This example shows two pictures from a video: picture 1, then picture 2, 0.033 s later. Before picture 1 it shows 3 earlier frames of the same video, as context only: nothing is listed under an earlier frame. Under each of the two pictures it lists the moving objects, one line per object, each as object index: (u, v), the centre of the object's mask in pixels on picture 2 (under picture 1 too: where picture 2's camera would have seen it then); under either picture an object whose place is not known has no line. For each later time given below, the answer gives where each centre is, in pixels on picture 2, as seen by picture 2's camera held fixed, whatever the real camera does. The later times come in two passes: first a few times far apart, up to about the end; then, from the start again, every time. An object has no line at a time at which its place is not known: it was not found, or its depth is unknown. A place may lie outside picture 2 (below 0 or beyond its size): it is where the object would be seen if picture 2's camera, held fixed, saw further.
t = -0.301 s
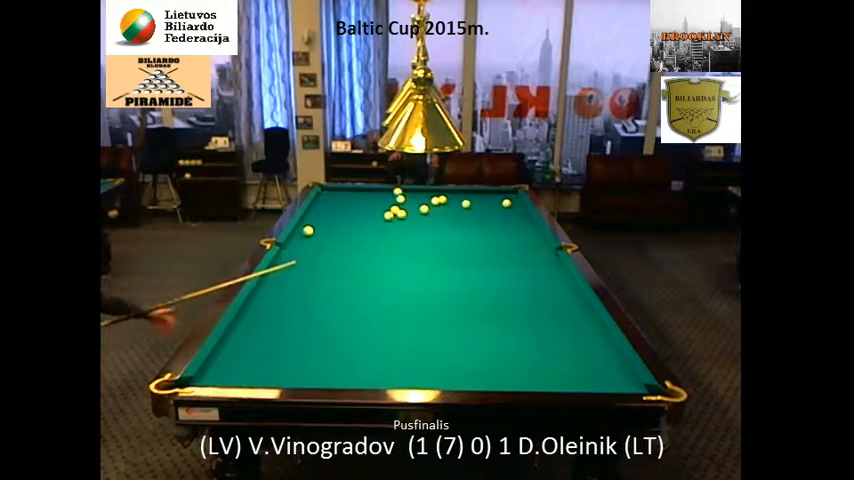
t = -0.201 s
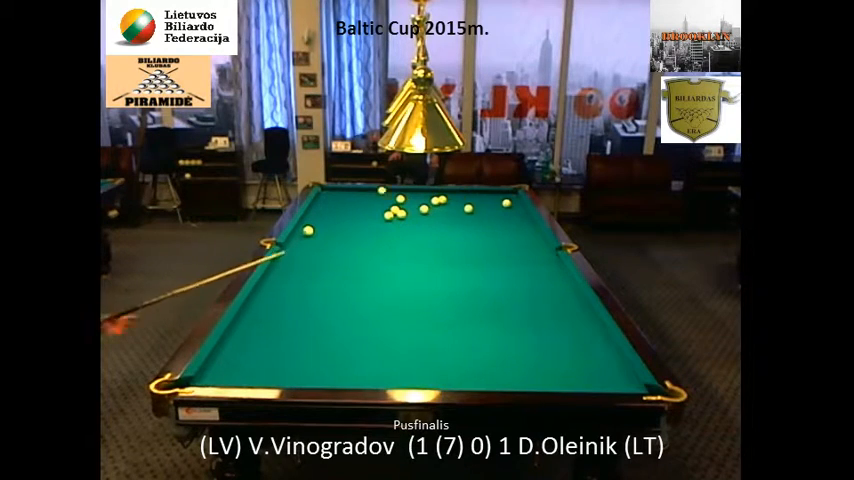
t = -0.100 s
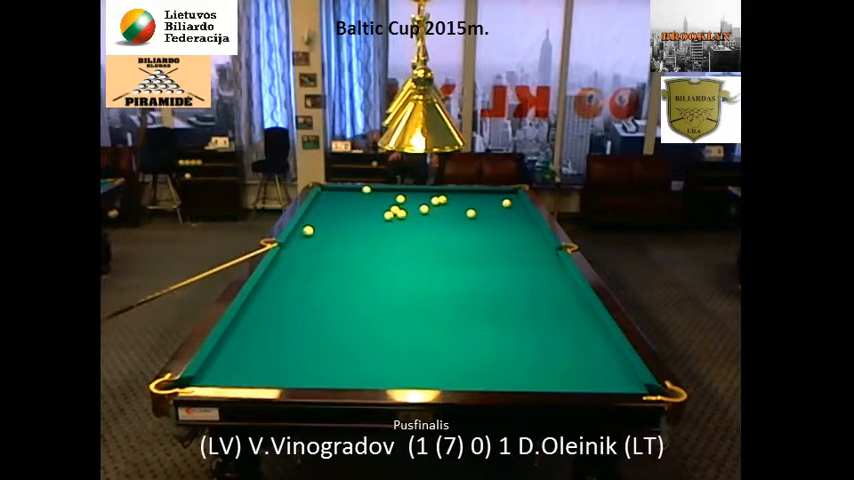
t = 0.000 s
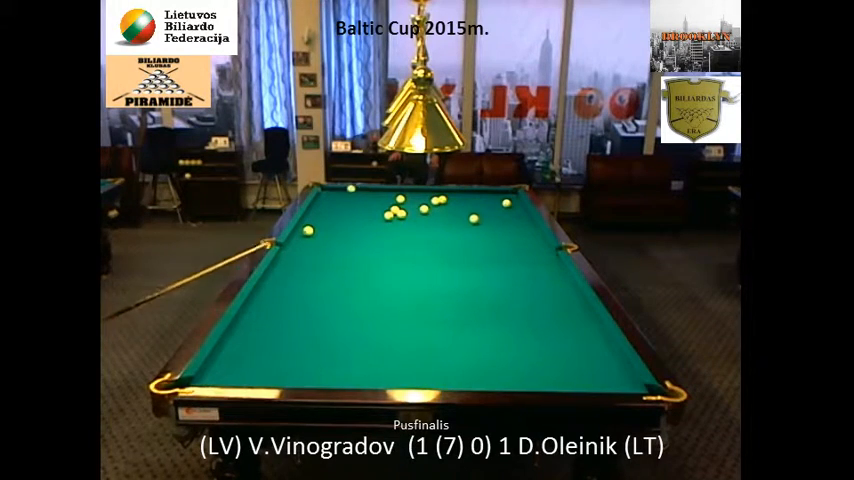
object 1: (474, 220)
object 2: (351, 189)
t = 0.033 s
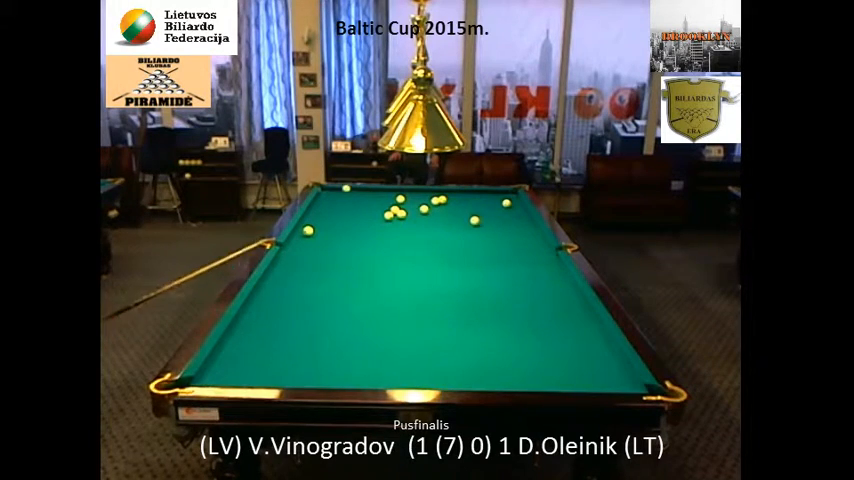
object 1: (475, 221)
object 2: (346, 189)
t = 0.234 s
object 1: (481, 233)
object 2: (328, 188)
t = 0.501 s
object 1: (491, 251)
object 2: (355, 190)
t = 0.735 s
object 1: (500, 270)
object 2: (376, 192)
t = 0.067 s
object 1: (477, 224)
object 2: (342, 190)
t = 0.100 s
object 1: (477, 225)
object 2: (337, 189)
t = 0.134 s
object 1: (478, 227)
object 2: (331, 189)
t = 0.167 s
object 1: (479, 229)
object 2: (326, 188)
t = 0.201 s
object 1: (480, 231)
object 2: (325, 188)
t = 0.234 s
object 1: (481, 233)
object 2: (328, 188)
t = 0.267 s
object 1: (482, 235)
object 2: (332, 189)
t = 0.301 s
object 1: (483, 237)
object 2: (336, 189)
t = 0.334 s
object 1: (485, 240)
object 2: (339, 190)
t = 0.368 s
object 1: (486, 242)
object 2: (342, 189)
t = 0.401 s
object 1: (487, 244)
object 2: (345, 190)
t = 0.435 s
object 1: (488, 246)
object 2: (348, 190)
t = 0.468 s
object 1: (490, 249)
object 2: (351, 190)
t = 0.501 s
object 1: (491, 251)
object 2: (355, 190)
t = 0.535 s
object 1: (492, 254)
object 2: (357, 191)
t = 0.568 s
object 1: (493, 256)
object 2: (361, 191)
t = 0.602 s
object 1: (495, 259)
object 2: (364, 191)
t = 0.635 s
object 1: (496, 261)
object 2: (367, 191)
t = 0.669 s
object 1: (498, 264)
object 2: (370, 191)
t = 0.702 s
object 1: (499, 267)
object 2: (373, 191)
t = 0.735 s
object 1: (500, 270)
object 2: (376, 192)
